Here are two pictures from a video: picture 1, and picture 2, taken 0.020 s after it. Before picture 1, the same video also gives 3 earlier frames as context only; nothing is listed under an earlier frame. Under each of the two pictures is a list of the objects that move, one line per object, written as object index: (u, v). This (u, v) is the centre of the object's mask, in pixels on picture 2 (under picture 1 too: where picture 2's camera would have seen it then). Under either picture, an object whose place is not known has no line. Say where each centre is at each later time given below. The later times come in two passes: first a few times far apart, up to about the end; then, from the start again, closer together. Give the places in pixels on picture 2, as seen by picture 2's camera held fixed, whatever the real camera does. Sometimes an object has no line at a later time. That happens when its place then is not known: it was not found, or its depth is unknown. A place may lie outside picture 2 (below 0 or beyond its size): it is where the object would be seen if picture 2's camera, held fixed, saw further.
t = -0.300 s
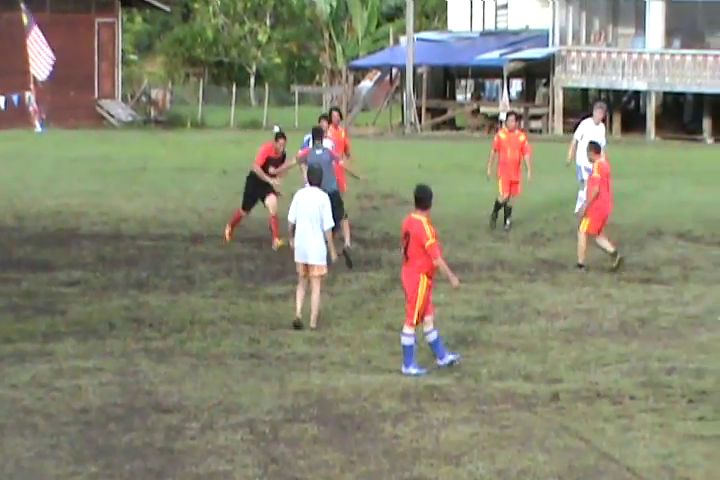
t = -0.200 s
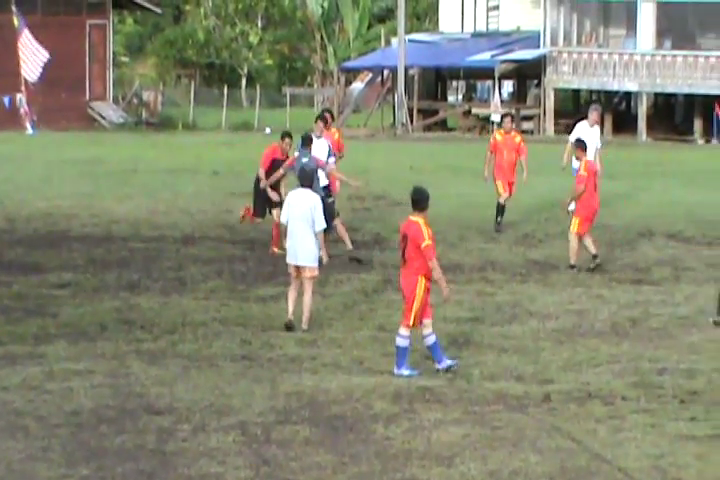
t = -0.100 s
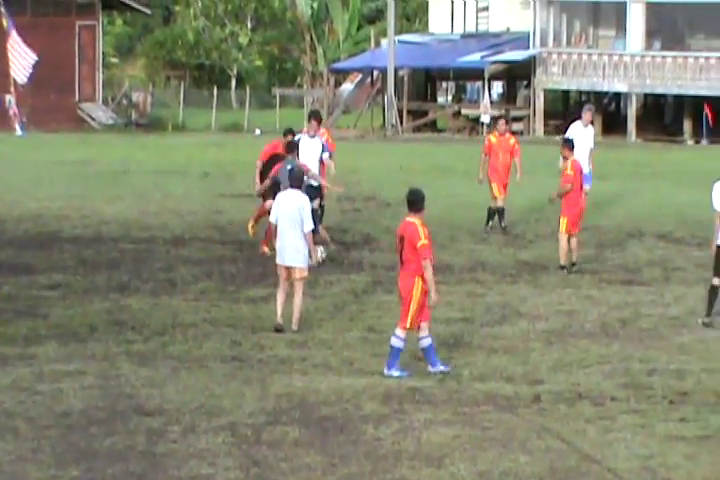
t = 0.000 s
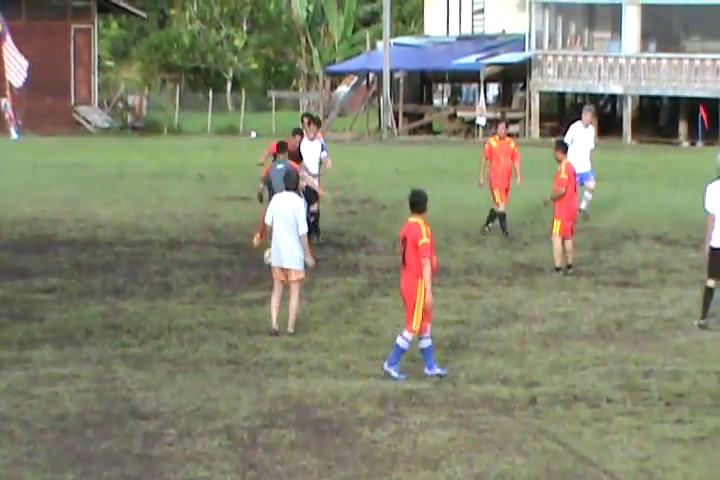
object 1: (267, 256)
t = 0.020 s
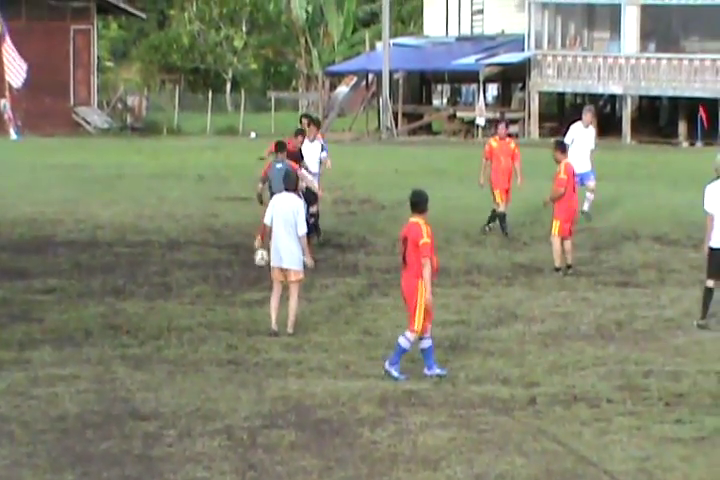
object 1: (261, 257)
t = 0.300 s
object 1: (169, 253)
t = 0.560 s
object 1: (113, 254)
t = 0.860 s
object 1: (54, 255)
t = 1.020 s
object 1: (25, 255)
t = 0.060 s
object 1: (244, 256)
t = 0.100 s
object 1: (227, 256)
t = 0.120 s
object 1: (218, 256)
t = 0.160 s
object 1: (203, 257)
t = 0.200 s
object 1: (192, 257)
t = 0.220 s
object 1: (187, 256)
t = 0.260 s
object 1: (178, 254)
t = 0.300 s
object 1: (169, 253)
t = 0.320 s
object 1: (165, 253)
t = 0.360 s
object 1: (156, 254)
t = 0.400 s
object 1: (147, 256)
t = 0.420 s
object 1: (142, 256)
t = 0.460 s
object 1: (133, 255)
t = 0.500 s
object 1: (125, 255)
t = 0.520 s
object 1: (121, 255)
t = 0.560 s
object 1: (113, 254)
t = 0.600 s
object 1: (104, 254)
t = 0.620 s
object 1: (101, 254)
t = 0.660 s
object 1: (93, 255)
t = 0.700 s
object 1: (85, 255)
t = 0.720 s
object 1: (81, 254)
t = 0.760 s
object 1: (74, 254)
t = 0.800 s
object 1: (66, 255)
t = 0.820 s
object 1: (62, 255)
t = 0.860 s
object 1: (54, 255)
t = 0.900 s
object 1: (47, 255)
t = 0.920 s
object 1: (43, 255)
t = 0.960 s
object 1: (36, 255)
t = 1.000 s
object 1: (29, 255)
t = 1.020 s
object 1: (25, 255)
